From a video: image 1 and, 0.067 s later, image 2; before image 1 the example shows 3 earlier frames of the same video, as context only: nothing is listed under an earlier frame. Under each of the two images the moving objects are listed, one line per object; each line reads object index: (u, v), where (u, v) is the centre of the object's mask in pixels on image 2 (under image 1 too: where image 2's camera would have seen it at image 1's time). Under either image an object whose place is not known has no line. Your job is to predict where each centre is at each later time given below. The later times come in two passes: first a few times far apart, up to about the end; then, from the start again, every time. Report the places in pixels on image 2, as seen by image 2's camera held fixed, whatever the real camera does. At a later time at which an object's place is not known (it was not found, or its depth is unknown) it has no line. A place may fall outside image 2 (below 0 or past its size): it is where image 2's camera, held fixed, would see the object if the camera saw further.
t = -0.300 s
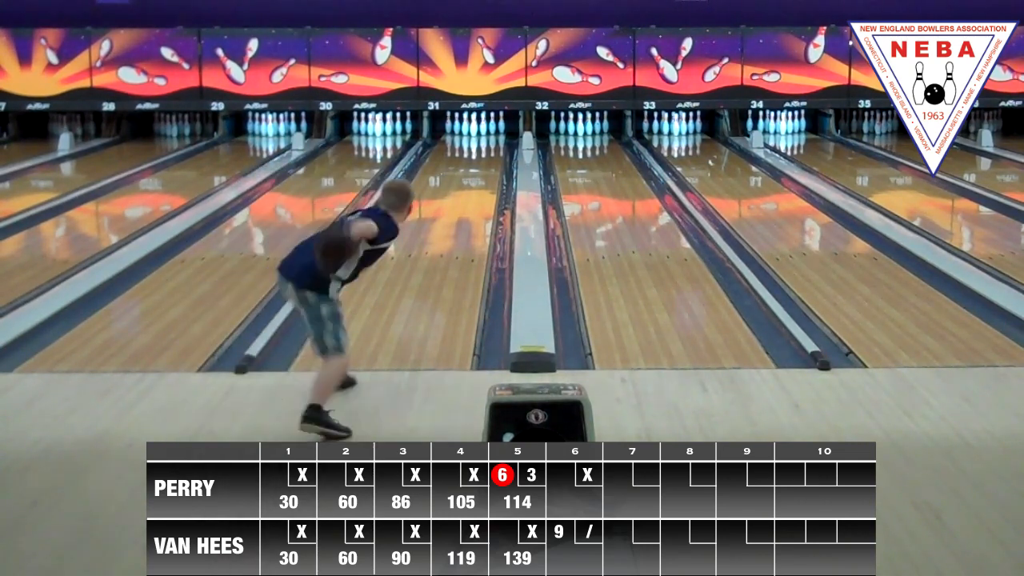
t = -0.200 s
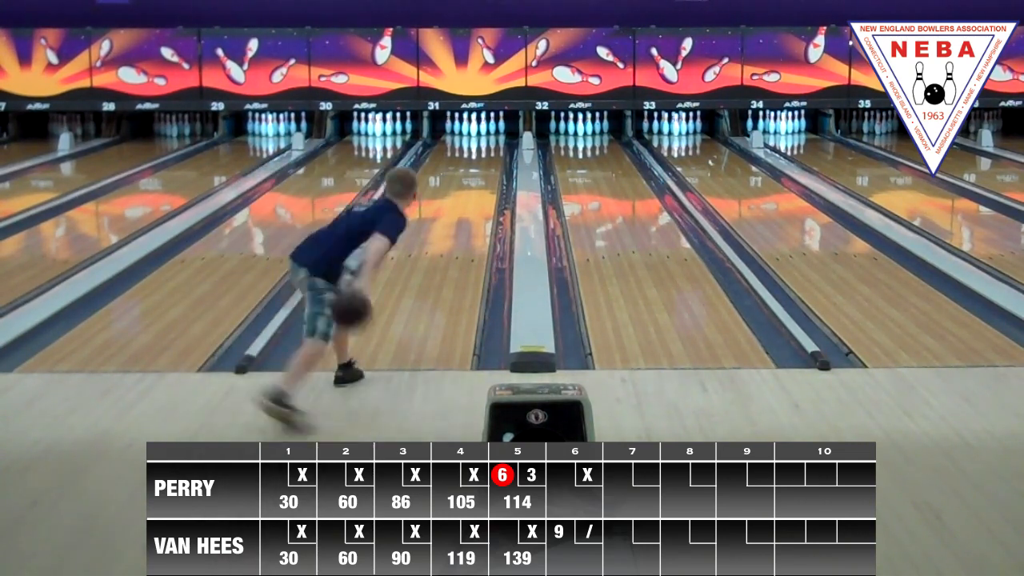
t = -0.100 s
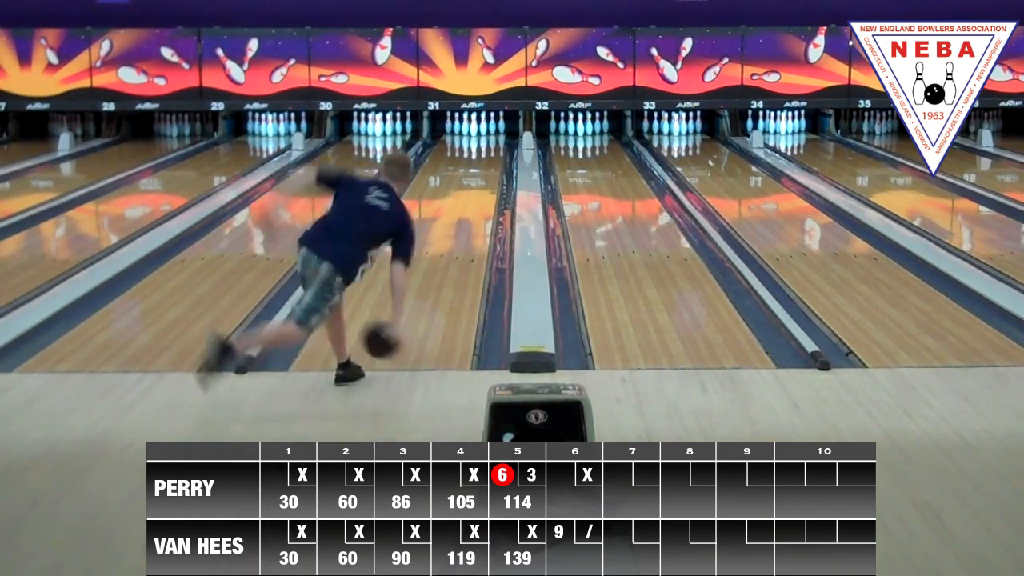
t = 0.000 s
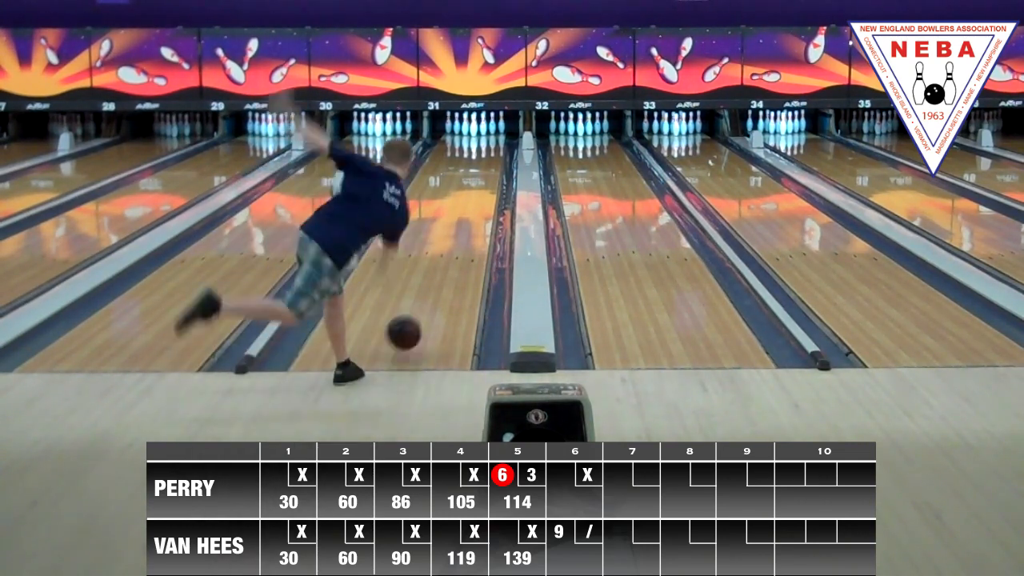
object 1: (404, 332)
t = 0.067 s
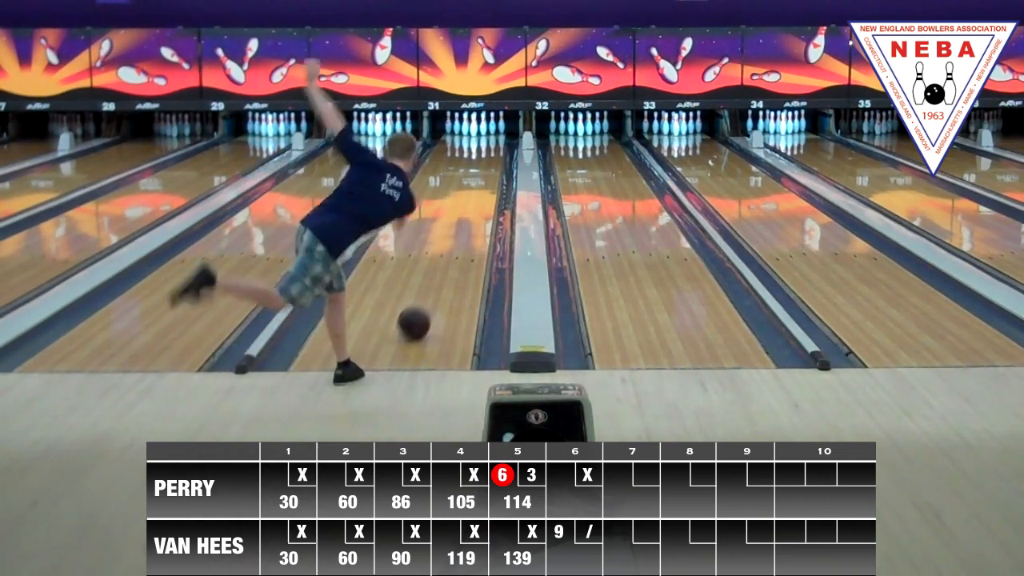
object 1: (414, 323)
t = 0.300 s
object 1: (440, 275)
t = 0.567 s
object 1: (461, 235)
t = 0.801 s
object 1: (474, 210)
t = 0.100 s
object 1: (418, 315)
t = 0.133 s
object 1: (422, 308)
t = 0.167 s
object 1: (426, 300)
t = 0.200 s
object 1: (430, 293)
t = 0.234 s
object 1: (434, 287)
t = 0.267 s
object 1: (437, 281)
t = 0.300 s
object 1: (440, 275)
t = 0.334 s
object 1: (443, 269)
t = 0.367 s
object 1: (446, 264)
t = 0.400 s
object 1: (449, 258)
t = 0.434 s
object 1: (452, 254)
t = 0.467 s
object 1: (454, 249)
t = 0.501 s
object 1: (456, 246)
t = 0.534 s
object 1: (459, 237)
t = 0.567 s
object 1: (461, 235)
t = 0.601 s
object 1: (463, 231)
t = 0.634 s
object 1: (465, 228)
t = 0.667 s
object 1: (467, 224)
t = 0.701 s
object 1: (469, 220)
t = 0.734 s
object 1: (471, 217)
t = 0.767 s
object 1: (472, 213)
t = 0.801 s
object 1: (474, 210)
